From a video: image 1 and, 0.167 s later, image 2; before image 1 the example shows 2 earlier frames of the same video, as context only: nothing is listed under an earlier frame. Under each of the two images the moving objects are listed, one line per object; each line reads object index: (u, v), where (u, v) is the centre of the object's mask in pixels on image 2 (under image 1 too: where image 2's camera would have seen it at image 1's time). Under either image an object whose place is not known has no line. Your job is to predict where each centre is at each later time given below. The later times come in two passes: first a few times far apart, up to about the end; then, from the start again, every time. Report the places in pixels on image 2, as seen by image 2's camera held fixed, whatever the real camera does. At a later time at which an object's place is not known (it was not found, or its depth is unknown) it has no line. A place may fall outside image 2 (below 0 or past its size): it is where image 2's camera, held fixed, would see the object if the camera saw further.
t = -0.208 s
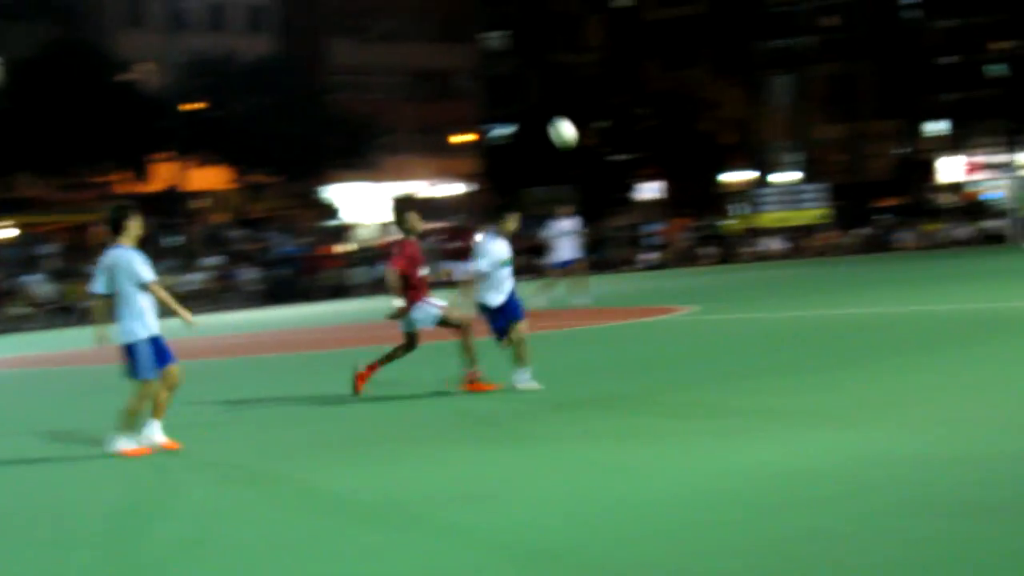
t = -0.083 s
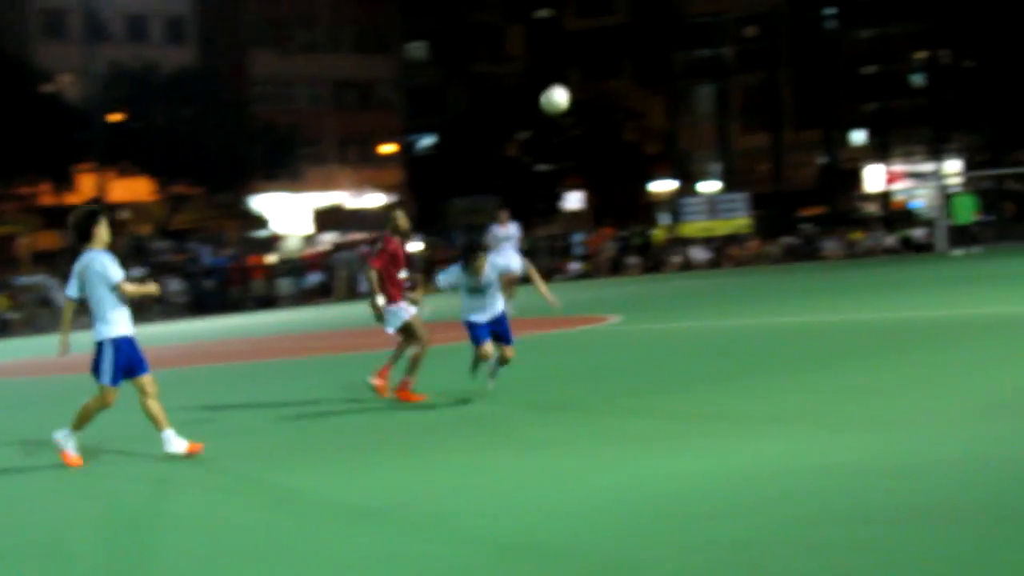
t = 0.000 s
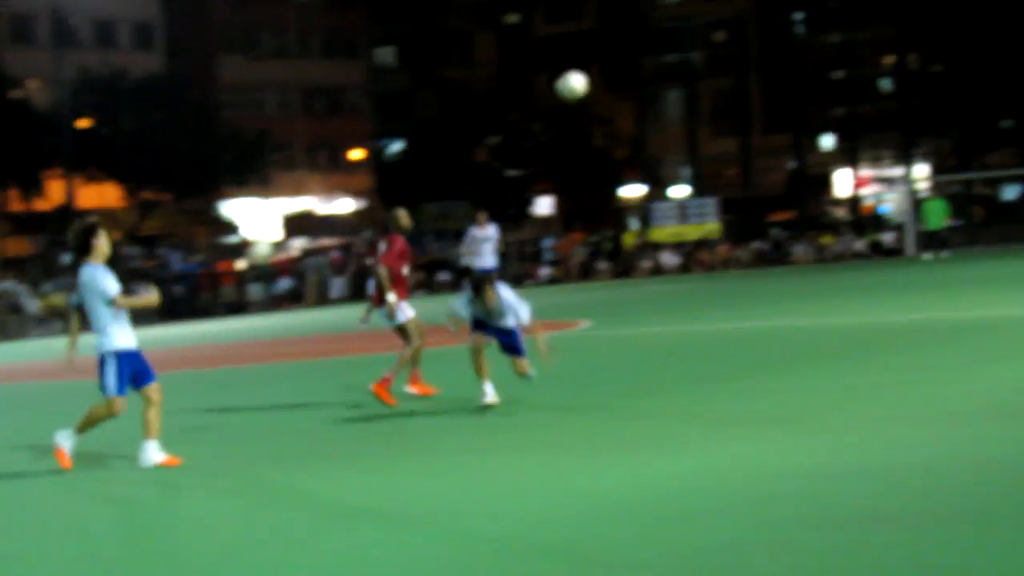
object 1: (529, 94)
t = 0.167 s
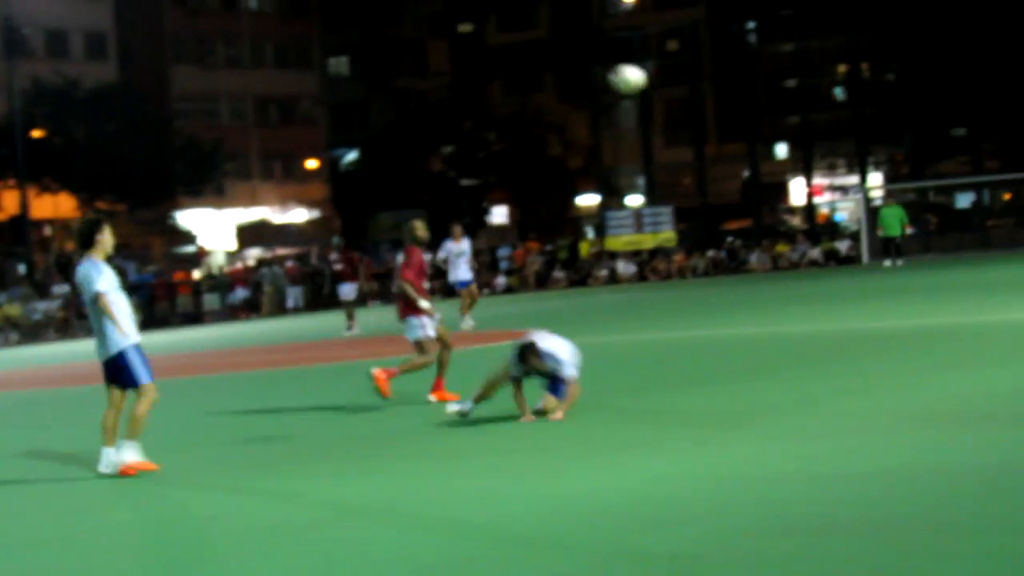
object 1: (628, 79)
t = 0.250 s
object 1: (681, 84)
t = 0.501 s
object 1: (859, 155)
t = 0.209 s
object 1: (654, 80)
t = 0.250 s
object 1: (681, 84)
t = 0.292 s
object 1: (709, 90)
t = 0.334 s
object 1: (738, 98)
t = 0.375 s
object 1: (768, 109)
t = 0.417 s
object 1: (798, 122)
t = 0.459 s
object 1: (828, 138)
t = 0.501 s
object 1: (859, 155)
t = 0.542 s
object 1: (894, 177)
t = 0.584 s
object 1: (925, 202)
